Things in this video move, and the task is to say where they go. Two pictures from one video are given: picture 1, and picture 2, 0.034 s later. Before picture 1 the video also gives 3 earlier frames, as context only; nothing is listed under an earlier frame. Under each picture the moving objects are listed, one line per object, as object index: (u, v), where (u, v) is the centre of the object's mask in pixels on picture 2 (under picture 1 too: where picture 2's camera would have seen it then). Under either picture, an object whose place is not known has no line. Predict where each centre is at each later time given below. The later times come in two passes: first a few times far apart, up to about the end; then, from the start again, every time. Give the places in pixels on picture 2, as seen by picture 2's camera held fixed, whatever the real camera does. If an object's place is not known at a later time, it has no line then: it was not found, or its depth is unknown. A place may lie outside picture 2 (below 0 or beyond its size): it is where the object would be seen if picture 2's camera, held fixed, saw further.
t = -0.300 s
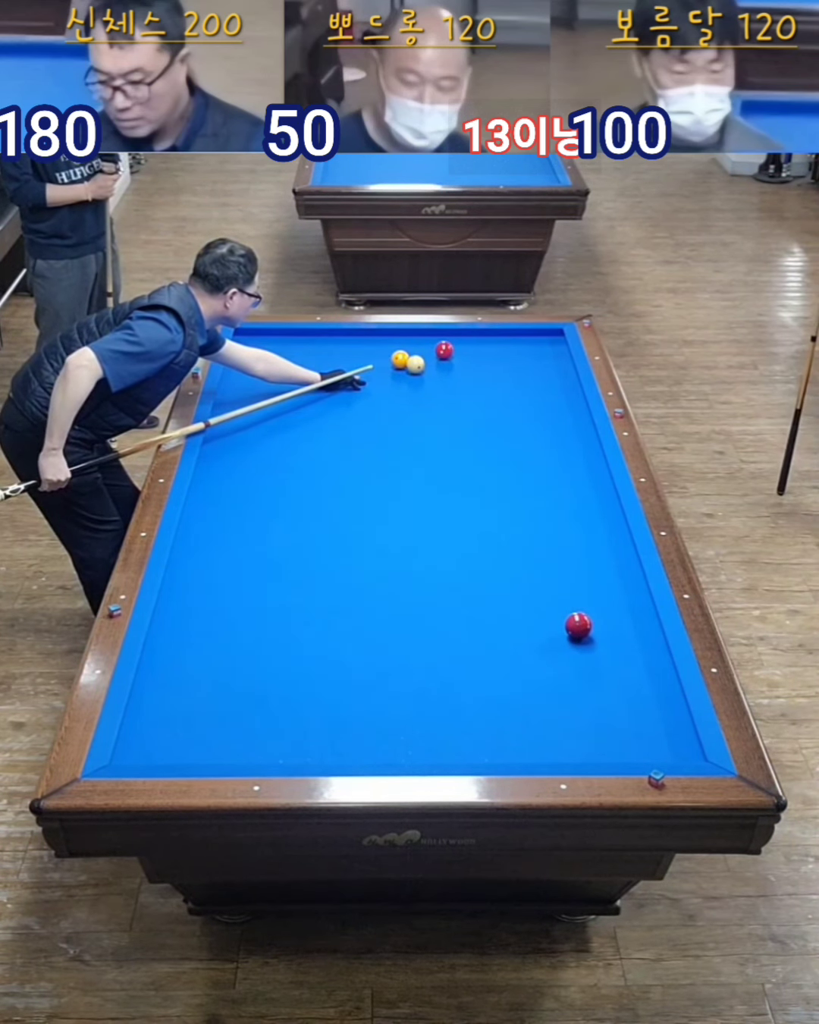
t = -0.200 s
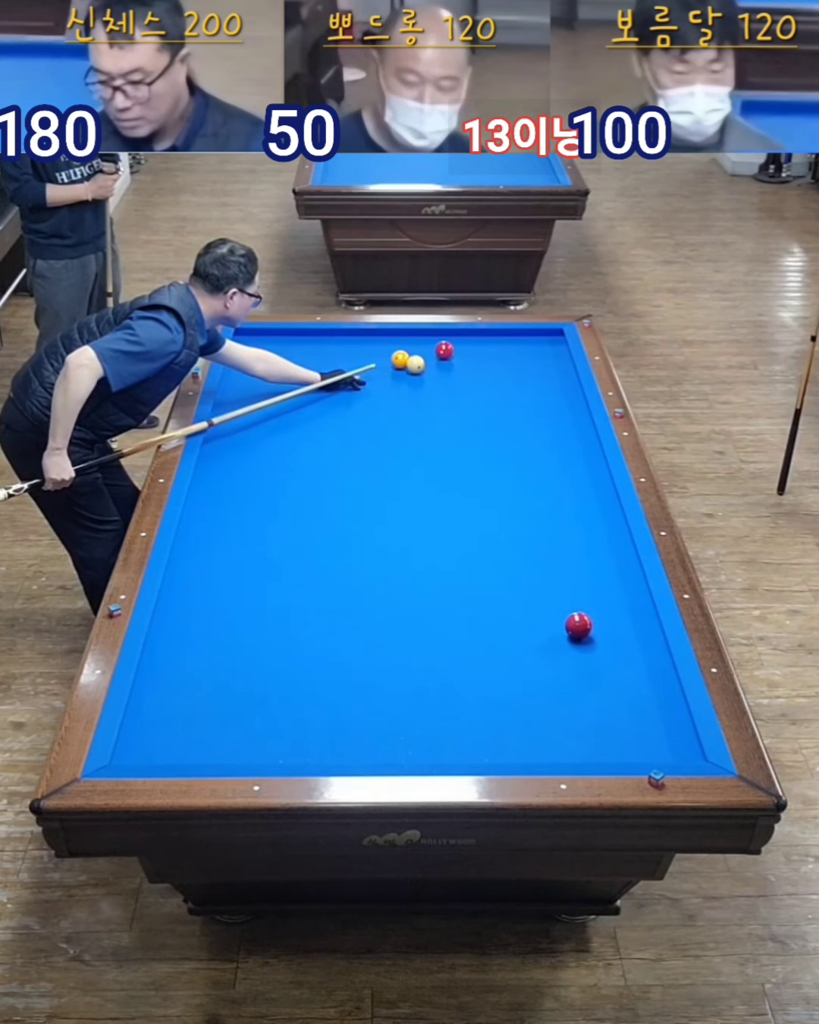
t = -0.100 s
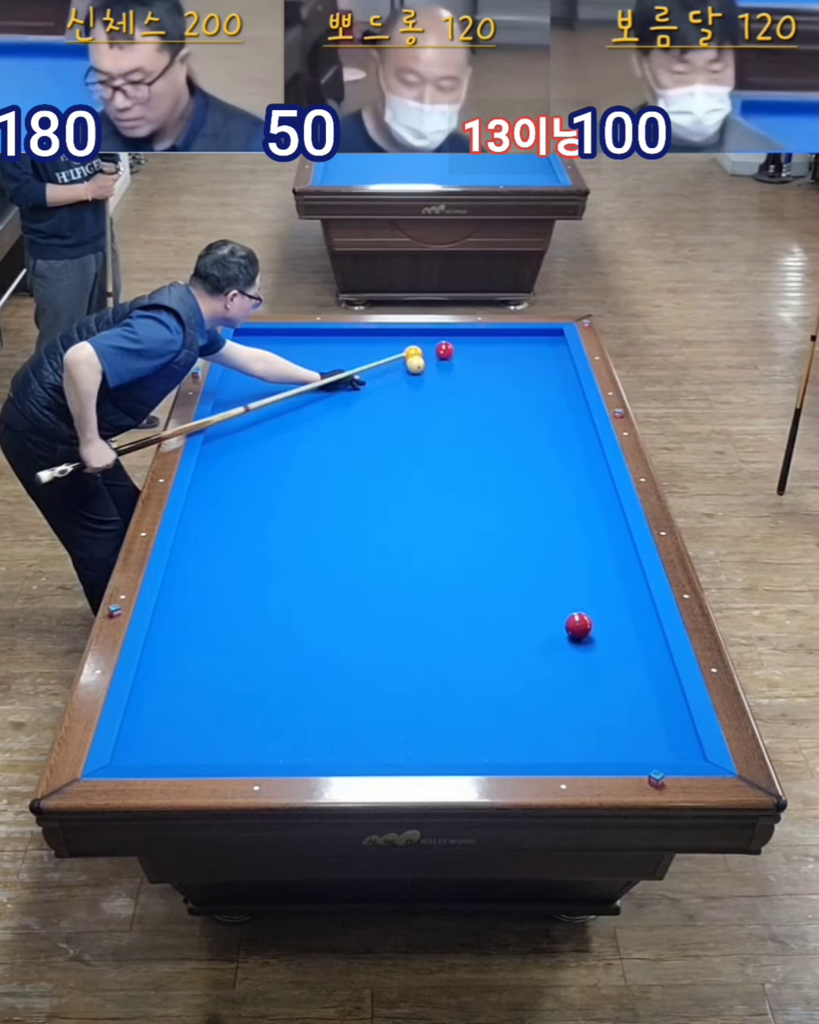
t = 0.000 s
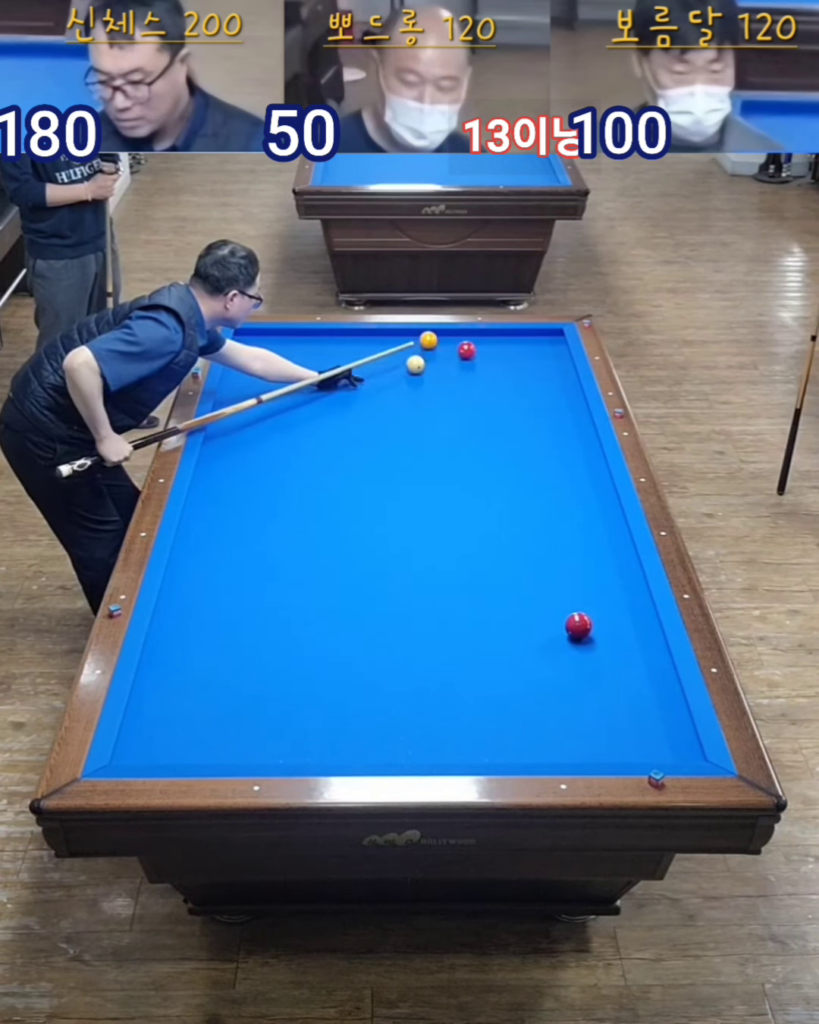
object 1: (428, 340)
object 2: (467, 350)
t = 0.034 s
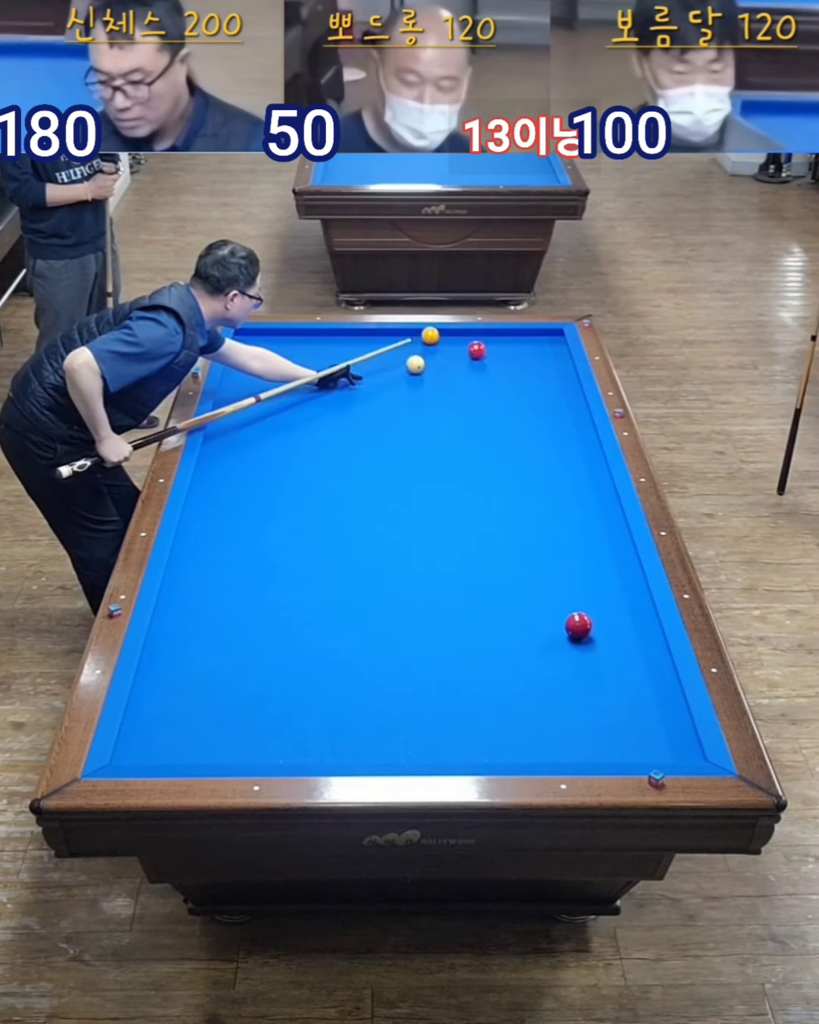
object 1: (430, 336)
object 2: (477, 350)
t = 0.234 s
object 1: (450, 349)
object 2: (529, 350)
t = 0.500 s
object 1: (481, 370)
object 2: (542, 350)
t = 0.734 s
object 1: (511, 390)
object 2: (513, 349)
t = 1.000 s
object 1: (546, 413)
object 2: (481, 349)
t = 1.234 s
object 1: (580, 435)
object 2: (454, 348)
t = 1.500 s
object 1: (584, 459)
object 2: (424, 347)
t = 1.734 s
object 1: (575, 479)
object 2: (398, 347)
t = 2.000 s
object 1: (564, 503)
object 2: (369, 346)
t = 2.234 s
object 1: (555, 525)
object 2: (345, 346)
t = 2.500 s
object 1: (544, 552)
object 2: (318, 345)
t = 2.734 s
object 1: (533, 576)
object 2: (295, 345)
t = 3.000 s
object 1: (521, 605)
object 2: (269, 344)
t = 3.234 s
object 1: (510, 631)
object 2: (248, 344)
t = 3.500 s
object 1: (496, 664)
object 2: (249, 343)
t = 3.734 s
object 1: (484, 693)
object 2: (260, 343)
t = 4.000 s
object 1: (469, 728)
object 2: (272, 343)
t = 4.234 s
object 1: (455, 751)
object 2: (282, 343)
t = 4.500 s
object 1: (433, 733)
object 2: (292, 342)
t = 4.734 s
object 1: (415, 718)
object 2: (301, 342)
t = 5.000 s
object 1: (395, 701)
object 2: (310, 341)
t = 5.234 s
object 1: (379, 687)
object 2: (317, 341)
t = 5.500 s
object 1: (362, 673)
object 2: (325, 341)
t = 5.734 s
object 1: (348, 661)
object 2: (331, 341)
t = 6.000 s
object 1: (333, 649)
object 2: (337, 341)
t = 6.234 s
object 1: (322, 639)
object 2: (342, 341)
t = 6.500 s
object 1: (309, 628)
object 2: (347, 340)
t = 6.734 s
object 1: (299, 619)
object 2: (351, 340)
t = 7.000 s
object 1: (289, 610)
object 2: (355, 340)
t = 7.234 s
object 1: (281, 602)
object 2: (357, 340)
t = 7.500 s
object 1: (272, 594)
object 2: (359, 340)
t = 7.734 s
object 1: (265, 588)
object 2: (361, 340)
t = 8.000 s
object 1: (258, 581)
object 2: (362, 340)
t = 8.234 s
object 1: (252, 575)
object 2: (363, 341)
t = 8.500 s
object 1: (246, 569)
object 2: (363, 341)
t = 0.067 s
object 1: (433, 333)
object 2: (487, 350)
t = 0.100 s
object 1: (436, 336)
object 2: (496, 350)
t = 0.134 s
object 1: (439, 340)
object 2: (504, 350)
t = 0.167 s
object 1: (442, 343)
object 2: (513, 350)
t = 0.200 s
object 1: (446, 346)
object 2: (520, 350)
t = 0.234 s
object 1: (450, 349)
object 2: (529, 350)
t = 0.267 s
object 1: (453, 352)
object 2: (537, 350)
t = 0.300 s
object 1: (457, 354)
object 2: (545, 350)
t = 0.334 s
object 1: (461, 357)
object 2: (553, 350)
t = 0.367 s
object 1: (465, 359)
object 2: (561, 350)
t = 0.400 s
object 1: (469, 362)
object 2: (558, 350)
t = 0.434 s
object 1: (473, 365)
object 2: (552, 350)
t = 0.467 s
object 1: (477, 368)
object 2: (547, 350)
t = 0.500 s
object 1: (481, 370)
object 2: (542, 350)
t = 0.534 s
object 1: (486, 373)
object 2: (538, 350)
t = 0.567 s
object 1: (490, 376)
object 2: (534, 350)
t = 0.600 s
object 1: (494, 378)
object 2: (530, 350)
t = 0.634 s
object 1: (498, 381)
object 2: (526, 350)
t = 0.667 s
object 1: (502, 384)
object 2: (522, 349)
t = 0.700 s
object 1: (506, 387)
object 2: (518, 349)
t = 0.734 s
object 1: (511, 390)
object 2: (513, 349)
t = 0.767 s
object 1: (515, 393)
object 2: (509, 349)
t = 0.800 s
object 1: (520, 395)
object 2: (505, 349)
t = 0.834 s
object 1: (524, 398)
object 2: (501, 349)
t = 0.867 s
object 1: (528, 401)
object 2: (498, 349)
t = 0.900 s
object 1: (533, 404)
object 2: (493, 349)
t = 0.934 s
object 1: (537, 407)
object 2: (489, 349)
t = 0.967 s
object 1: (542, 410)
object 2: (485, 349)
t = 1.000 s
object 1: (546, 413)
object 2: (481, 349)
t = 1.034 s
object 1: (551, 416)
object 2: (478, 349)
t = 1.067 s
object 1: (556, 419)
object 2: (474, 349)
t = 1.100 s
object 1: (560, 423)
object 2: (470, 348)
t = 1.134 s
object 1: (565, 426)
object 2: (466, 348)
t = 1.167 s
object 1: (570, 429)
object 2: (462, 348)
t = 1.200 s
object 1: (575, 432)
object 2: (458, 348)
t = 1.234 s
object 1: (580, 435)
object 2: (454, 348)
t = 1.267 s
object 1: (584, 439)
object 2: (450, 348)
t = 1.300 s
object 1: (589, 441)
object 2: (446, 348)
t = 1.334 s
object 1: (590, 444)
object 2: (443, 348)
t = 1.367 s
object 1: (588, 447)
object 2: (439, 348)
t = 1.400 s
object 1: (587, 450)
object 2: (435, 347)
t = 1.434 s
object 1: (586, 453)
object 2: (431, 347)
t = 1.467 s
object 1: (585, 456)
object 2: (428, 348)
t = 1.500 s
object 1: (584, 459)
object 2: (424, 347)
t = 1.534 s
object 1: (582, 461)
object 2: (420, 347)
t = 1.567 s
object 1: (581, 464)
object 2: (417, 346)
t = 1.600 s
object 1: (580, 467)
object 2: (413, 347)
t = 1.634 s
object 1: (578, 470)
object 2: (409, 347)
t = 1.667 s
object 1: (577, 473)
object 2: (405, 347)
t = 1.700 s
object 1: (576, 476)
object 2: (402, 347)
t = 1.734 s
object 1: (575, 479)
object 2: (398, 347)
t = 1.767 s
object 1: (573, 482)
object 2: (394, 347)
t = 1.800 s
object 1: (572, 485)
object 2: (390, 347)
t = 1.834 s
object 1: (571, 488)
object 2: (387, 347)
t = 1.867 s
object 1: (569, 491)
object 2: (383, 346)
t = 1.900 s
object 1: (568, 494)
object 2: (380, 346)
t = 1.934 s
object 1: (567, 497)
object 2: (376, 347)
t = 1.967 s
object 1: (566, 500)
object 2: (373, 346)
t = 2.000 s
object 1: (564, 503)
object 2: (369, 346)
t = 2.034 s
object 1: (563, 506)
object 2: (366, 346)
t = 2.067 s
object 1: (562, 509)
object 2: (362, 346)
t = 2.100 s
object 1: (561, 513)
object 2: (359, 346)
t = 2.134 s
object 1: (559, 516)
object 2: (355, 346)
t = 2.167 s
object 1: (558, 519)
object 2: (352, 346)
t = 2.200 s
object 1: (557, 522)
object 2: (348, 346)
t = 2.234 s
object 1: (555, 525)
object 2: (345, 346)
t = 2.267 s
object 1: (554, 529)
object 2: (341, 346)
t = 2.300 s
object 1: (553, 532)
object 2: (338, 346)
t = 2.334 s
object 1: (551, 535)
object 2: (334, 346)
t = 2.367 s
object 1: (550, 538)
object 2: (331, 346)
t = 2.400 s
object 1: (548, 542)
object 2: (328, 346)
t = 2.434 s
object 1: (547, 545)
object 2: (324, 345)
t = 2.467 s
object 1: (545, 549)
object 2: (321, 345)
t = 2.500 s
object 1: (544, 552)
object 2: (318, 345)
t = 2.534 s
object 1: (542, 555)
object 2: (314, 345)
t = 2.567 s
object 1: (541, 558)
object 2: (311, 345)
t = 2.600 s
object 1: (539, 562)
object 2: (308, 345)
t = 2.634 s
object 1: (538, 565)
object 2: (305, 345)
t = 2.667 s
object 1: (536, 569)
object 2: (301, 345)
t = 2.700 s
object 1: (535, 572)
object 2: (298, 345)
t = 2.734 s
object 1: (533, 576)
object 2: (295, 345)
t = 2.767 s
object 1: (532, 579)
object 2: (291, 345)
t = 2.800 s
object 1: (530, 583)
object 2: (288, 345)
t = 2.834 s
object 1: (529, 587)
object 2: (285, 345)
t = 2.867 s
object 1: (527, 590)
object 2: (282, 345)
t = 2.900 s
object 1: (526, 594)
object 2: (279, 345)
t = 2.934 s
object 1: (524, 598)
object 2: (276, 345)
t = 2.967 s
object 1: (523, 601)
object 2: (273, 344)
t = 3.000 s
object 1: (521, 605)
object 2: (269, 344)
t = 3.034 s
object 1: (520, 609)
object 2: (266, 344)
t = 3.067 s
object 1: (518, 613)
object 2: (263, 344)
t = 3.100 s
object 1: (516, 616)
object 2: (260, 344)
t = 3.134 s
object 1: (515, 620)
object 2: (257, 344)
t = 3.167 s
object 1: (513, 624)
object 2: (254, 344)
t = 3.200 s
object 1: (511, 628)
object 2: (251, 344)
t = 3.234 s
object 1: (510, 631)
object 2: (248, 344)
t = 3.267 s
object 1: (508, 636)
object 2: (245, 344)
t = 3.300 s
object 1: (506, 640)
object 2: (242, 344)
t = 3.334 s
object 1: (505, 644)
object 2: (240, 344)
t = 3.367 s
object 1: (503, 648)
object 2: (242, 343)
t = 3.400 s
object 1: (501, 652)
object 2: (243, 343)
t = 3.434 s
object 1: (500, 656)
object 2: (245, 343)
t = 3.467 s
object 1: (498, 660)
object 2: (247, 343)
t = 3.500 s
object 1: (496, 664)
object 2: (249, 343)
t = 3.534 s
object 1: (495, 668)
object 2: (250, 343)
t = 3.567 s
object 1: (493, 672)
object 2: (252, 343)
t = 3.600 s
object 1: (491, 676)
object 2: (254, 343)
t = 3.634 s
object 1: (489, 681)
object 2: (255, 343)
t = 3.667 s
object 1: (488, 685)
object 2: (257, 343)
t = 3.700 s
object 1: (486, 689)
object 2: (259, 343)
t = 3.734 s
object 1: (484, 693)
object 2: (260, 343)
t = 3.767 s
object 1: (482, 697)
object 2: (261, 343)
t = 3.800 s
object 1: (481, 702)
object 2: (263, 343)
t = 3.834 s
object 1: (479, 706)
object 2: (264, 343)
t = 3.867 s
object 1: (477, 710)
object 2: (266, 343)
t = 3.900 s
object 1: (475, 715)
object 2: (267, 343)
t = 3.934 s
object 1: (473, 719)
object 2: (269, 343)
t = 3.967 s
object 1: (471, 723)
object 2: (270, 343)
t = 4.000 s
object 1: (469, 728)
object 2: (272, 343)
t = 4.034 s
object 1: (467, 732)
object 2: (273, 343)
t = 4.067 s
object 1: (466, 737)
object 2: (275, 343)
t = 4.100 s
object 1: (464, 741)
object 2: (276, 343)
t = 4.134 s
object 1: (462, 745)
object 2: (277, 343)
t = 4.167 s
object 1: (460, 749)
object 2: (279, 343)
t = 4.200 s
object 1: (458, 752)
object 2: (280, 343)
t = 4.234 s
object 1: (455, 751)
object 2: (282, 343)
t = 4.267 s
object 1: (452, 749)
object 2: (283, 343)
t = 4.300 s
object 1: (449, 747)
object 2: (284, 343)
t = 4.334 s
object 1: (447, 746)
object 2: (286, 342)
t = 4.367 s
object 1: (444, 743)
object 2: (287, 342)
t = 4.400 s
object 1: (441, 740)
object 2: (288, 342)
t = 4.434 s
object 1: (438, 738)
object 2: (290, 342)
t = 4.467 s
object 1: (436, 736)
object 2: (291, 342)
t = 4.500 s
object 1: (433, 733)
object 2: (292, 342)
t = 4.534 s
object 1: (430, 731)
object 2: (293, 342)
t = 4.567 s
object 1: (428, 729)
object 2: (294, 342)
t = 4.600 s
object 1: (425, 726)
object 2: (296, 342)
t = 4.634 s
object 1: (422, 724)
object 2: (297, 342)
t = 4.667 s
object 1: (420, 722)
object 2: (298, 342)
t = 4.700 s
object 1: (417, 720)
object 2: (299, 342)
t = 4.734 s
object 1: (415, 718)
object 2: (301, 342)
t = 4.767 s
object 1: (412, 715)
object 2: (302, 342)
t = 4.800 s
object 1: (410, 713)
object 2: (303, 342)
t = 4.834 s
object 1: (407, 711)
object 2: (304, 342)
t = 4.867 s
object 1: (405, 709)
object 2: (305, 342)
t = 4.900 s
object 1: (402, 707)
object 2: (306, 342)
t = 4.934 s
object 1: (400, 705)
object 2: (308, 342)
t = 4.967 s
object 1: (397, 703)
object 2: (309, 341)
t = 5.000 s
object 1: (395, 701)
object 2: (310, 341)
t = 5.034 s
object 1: (393, 699)
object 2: (311, 341)
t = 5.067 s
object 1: (390, 697)
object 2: (312, 342)
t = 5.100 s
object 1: (388, 695)
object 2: (313, 341)
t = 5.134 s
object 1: (386, 693)
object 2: (314, 341)
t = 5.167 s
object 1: (384, 691)
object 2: (315, 341)
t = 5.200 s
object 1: (381, 689)
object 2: (316, 341)
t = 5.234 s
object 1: (379, 687)
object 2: (317, 341)
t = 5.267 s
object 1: (377, 686)
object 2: (318, 341)
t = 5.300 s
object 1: (375, 684)
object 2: (319, 341)
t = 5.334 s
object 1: (373, 682)
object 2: (320, 341)
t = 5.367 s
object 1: (370, 680)
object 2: (321, 341)
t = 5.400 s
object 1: (368, 678)
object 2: (322, 341)
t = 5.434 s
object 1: (366, 677)
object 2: (323, 341)
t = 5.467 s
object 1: (364, 675)
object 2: (324, 341)
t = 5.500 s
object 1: (362, 673)
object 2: (325, 341)
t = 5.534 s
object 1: (360, 671)
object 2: (326, 341)
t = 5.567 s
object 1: (358, 670)
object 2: (327, 341)
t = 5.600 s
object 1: (356, 668)
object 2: (328, 341)
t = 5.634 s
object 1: (354, 666)
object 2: (329, 341)
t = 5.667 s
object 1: (352, 664)
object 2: (329, 341)
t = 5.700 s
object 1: (350, 663)
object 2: (330, 341)
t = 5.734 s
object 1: (348, 661)
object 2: (331, 341)
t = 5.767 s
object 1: (346, 660)
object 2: (332, 341)
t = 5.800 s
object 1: (344, 658)
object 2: (332, 341)
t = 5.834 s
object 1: (342, 657)
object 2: (333, 341)
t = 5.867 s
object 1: (341, 655)
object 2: (334, 341)
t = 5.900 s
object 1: (339, 653)
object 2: (335, 341)
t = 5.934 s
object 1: (337, 652)
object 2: (336, 341)
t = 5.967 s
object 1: (335, 650)
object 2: (336, 341)
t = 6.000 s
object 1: (333, 649)
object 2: (337, 341)
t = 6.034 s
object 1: (332, 648)
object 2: (338, 341)
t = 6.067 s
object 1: (330, 646)
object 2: (339, 341)
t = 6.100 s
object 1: (328, 645)
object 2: (339, 341)
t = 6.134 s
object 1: (327, 643)
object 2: (340, 341)
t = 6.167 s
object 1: (325, 642)
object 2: (341, 341)
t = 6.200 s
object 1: (323, 640)
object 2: (342, 341)
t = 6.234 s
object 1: (322, 639)
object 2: (342, 341)
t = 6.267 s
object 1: (320, 637)
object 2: (343, 340)
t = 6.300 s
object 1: (318, 636)
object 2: (344, 340)
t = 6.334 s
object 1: (317, 635)
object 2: (344, 340)
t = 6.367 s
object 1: (315, 633)
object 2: (345, 340)
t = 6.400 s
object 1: (314, 632)
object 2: (345, 340)
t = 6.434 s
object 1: (312, 631)
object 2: (346, 340)
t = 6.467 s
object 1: (311, 629)
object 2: (346, 340)
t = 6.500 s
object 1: (309, 628)
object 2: (347, 340)
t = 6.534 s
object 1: (308, 627)
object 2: (348, 340)
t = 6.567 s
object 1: (306, 626)
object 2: (348, 340)
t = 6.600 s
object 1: (305, 624)
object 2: (349, 340)
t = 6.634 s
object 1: (303, 623)
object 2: (349, 340)
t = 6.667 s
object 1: (302, 622)
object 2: (350, 340)
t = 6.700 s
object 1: (301, 621)
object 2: (351, 340)
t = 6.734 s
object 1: (299, 619)
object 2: (351, 340)
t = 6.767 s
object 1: (298, 618)
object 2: (351, 340)
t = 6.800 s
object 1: (297, 617)
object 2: (352, 340)
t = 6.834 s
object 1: (295, 616)
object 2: (352, 340)
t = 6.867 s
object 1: (294, 615)
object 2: (353, 340)
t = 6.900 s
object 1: (293, 614)
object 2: (353, 340)
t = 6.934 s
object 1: (291, 612)
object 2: (354, 340)
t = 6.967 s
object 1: (290, 611)
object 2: (354, 340)
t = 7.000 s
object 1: (289, 610)
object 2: (355, 340)
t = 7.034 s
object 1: (288, 609)
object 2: (355, 340)
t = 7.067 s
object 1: (287, 608)
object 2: (355, 340)
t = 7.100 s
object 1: (285, 606)
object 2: (356, 340)
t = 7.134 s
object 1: (284, 605)
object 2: (356, 340)
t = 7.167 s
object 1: (283, 605)
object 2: (356, 340)
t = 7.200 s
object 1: (282, 603)
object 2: (357, 340)
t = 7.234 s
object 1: (281, 602)
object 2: (357, 340)
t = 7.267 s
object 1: (280, 601)
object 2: (357, 340)
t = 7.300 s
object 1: (278, 600)
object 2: (358, 340)
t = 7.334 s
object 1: (277, 599)
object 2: (358, 340)
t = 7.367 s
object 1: (276, 598)
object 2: (358, 340)
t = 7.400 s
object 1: (275, 597)
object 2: (359, 340)
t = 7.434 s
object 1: (274, 596)
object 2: (359, 340)
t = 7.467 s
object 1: (273, 595)
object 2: (359, 340)
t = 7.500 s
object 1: (272, 594)
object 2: (359, 340)
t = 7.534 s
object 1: (271, 593)
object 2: (360, 340)
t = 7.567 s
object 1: (270, 592)
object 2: (360, 340)
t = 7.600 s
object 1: (269, 591)
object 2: (360, 340)
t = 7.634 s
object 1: (268, 591)
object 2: (361, 340)
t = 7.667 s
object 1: (267, 590)
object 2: (361, 340)
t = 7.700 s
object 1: (266, 588)
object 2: (361, 340)
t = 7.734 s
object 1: (265, 588)
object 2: (361, 340)
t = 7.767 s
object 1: (264, 587)
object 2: (361, 340)
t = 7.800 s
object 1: (263, 586)
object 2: (361, 340)
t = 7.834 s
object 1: (262, 585)
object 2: (361, 340)
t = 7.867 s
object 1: (261, 584)
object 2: (361, 340)
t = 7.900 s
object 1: (260, 583)
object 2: (362, 340)
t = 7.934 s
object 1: (259, 582)
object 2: (362, 340)
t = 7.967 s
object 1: (258, 582)
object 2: (362, 340)
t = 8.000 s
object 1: (258, 581)
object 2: (362, 340)
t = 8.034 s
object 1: (257, 580)
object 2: (362, 340)
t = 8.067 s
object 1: (256, 579)
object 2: (362, 340)
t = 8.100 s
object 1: (255, 578)
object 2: (362, 340)
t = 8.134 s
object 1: (254, 577)
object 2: (362, 341)
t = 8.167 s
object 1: (253, 577)
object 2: (362, 341)
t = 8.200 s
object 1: (252, 576)
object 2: (363, 341)
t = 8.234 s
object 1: (252, 575)
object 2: (363, 341)
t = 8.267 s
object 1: (251, 574)
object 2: (363, 341)
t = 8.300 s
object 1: (250, 574)
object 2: (363, 341)
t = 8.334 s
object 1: (250, 573)
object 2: (363, 341)
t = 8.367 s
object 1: (249, 572)
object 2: (363, 341)
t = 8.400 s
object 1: (248, 571)
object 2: (363, 341)
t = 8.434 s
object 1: (247, 571)
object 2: (363, 341)
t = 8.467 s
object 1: (247, 570)
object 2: (363, 341)
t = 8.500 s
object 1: (246, 569)
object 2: (363, 341)
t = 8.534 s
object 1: (245, 569)
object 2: (363, 341)
